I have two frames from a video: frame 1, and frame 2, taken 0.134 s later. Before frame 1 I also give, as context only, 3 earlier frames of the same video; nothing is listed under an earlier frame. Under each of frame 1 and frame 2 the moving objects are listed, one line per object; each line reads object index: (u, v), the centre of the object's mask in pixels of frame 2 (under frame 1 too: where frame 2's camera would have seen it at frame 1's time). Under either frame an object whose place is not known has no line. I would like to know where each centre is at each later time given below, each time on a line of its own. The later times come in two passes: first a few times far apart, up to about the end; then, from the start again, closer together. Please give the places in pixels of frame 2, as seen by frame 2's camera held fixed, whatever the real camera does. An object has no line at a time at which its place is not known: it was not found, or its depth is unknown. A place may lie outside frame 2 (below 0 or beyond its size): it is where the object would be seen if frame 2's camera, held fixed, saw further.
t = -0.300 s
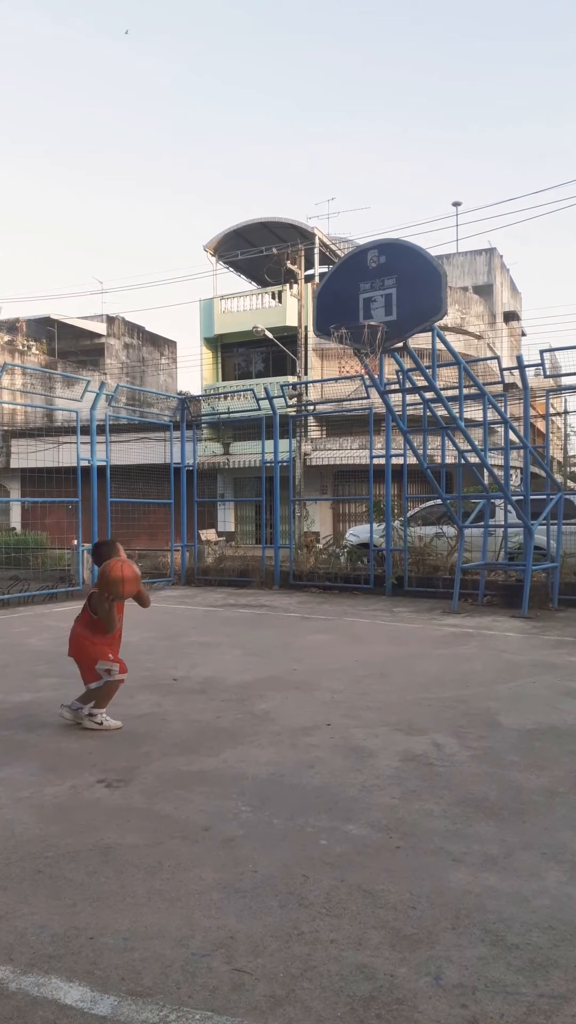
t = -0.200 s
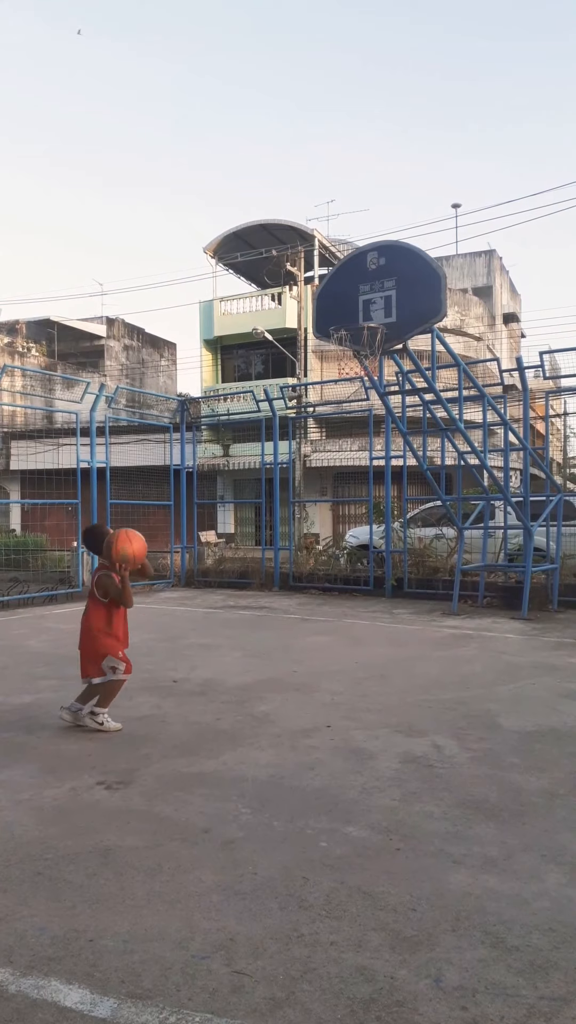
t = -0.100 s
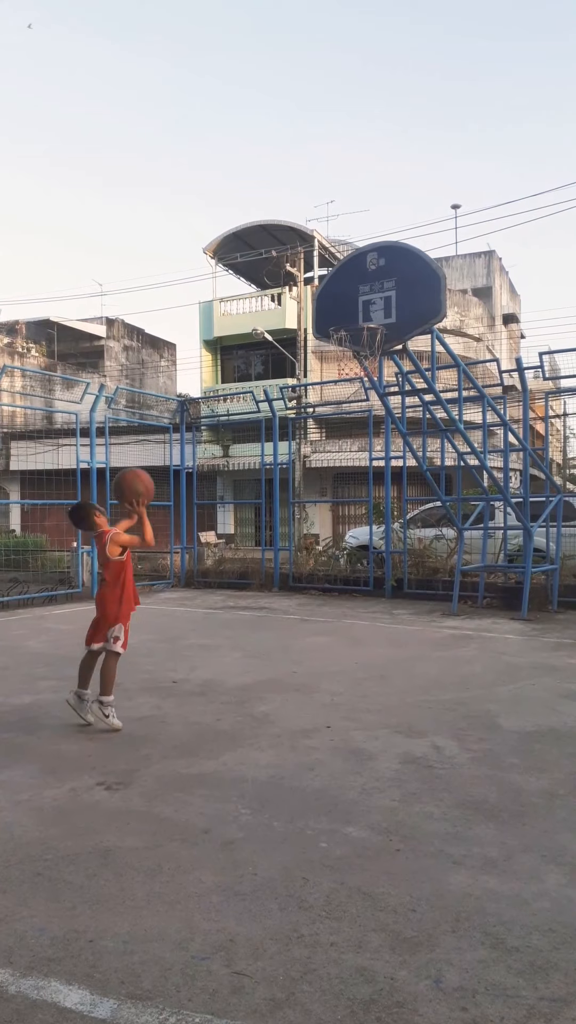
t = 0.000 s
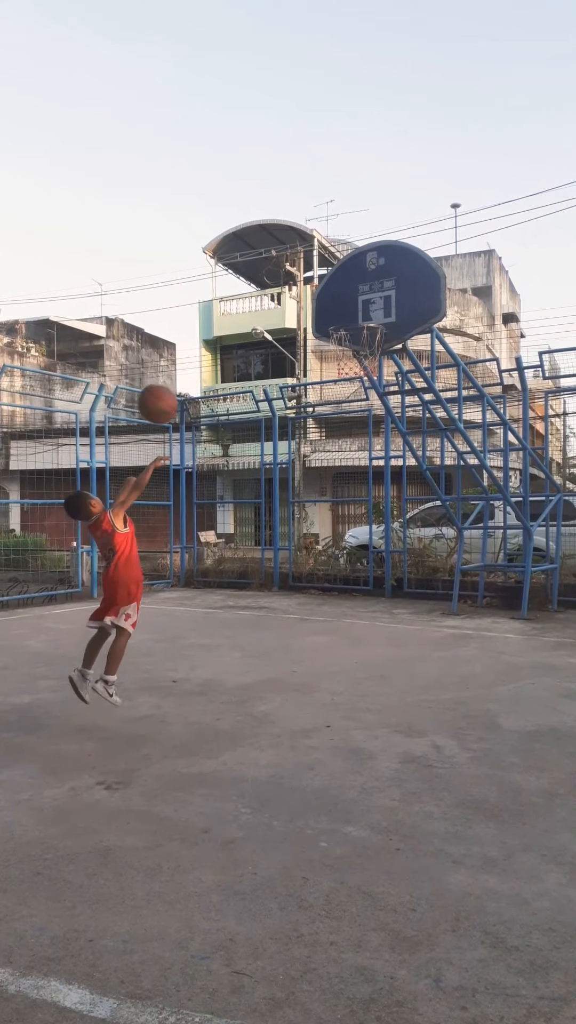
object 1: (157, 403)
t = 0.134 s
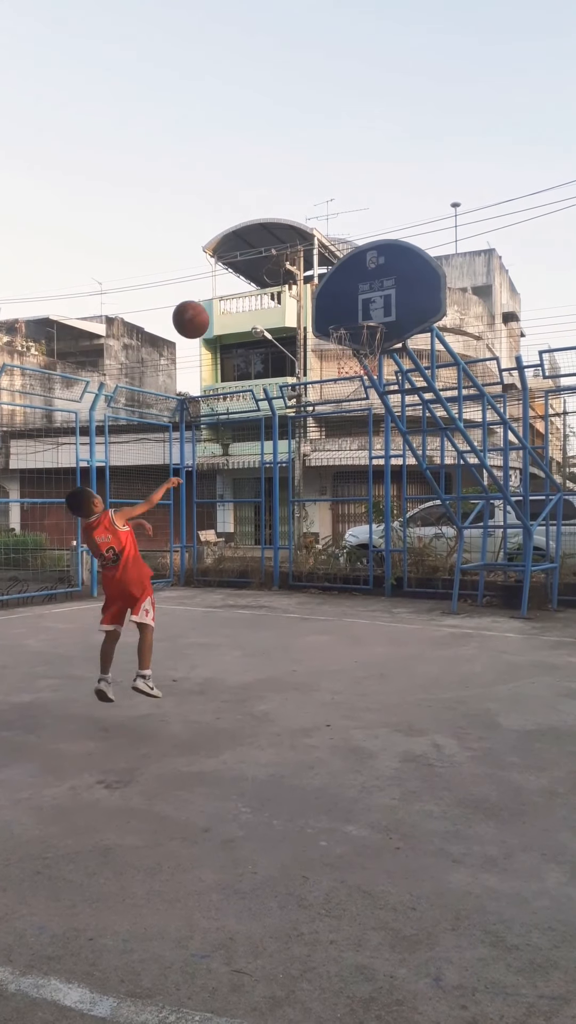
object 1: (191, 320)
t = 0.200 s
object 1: (206, 292)
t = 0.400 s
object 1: (245, 255)
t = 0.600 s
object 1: (279, 269)
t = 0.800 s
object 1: (307, 327)
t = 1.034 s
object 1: (335, 436)
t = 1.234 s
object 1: (355, 554)
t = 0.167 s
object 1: (198, 304)
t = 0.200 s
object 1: (206, 292)
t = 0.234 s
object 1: (213, 281)
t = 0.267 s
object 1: (220, 272)
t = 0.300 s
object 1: (226, 265)
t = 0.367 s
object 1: (239, 255)
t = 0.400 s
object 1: (245, 255)
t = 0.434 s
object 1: (251, 252)
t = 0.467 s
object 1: (257, 253)
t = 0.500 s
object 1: (263, 255)
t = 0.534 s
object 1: (269, 258)
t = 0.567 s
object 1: (274, 263)
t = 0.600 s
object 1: (279, 269)
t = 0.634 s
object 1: (284, 275)
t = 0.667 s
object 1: (289, 284)
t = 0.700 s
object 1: (294, 293)
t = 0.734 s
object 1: (298, 304)
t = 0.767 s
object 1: (303, 315)
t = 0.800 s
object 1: (307, 327)
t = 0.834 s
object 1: (312, 340)
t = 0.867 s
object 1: (316, 354)
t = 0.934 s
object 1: (324, 385)
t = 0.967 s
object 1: (327, 401)
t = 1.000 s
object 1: (331, 418)
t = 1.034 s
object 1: (335, 436)
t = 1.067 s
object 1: (338, 454)
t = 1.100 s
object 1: (342, 473)
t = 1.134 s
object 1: (346, 492)
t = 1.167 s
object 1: (348, 512)
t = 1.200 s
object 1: (352, 533)
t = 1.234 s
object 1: (355, 554)
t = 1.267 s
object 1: (359, 575)
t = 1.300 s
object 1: (362, 598)
